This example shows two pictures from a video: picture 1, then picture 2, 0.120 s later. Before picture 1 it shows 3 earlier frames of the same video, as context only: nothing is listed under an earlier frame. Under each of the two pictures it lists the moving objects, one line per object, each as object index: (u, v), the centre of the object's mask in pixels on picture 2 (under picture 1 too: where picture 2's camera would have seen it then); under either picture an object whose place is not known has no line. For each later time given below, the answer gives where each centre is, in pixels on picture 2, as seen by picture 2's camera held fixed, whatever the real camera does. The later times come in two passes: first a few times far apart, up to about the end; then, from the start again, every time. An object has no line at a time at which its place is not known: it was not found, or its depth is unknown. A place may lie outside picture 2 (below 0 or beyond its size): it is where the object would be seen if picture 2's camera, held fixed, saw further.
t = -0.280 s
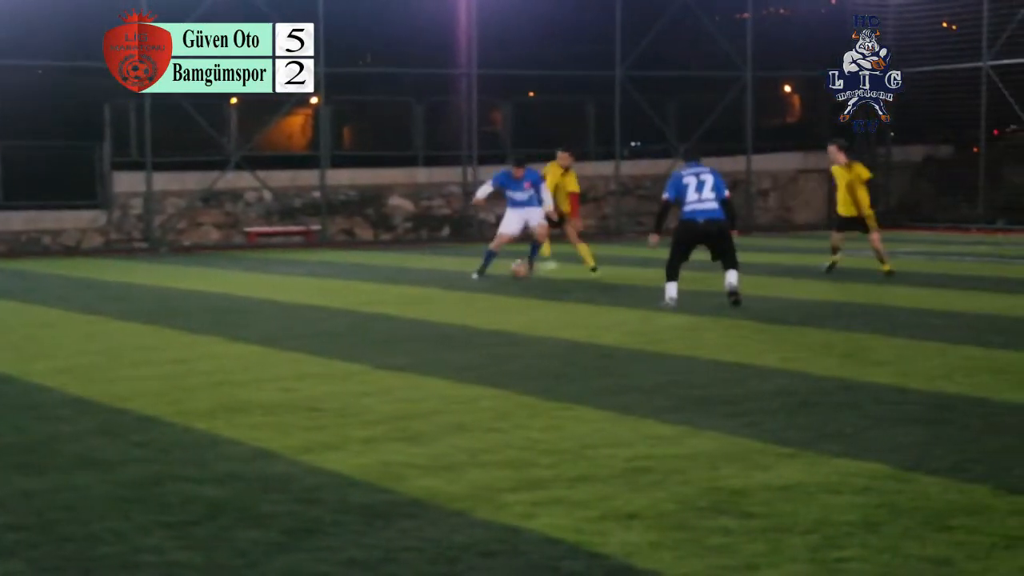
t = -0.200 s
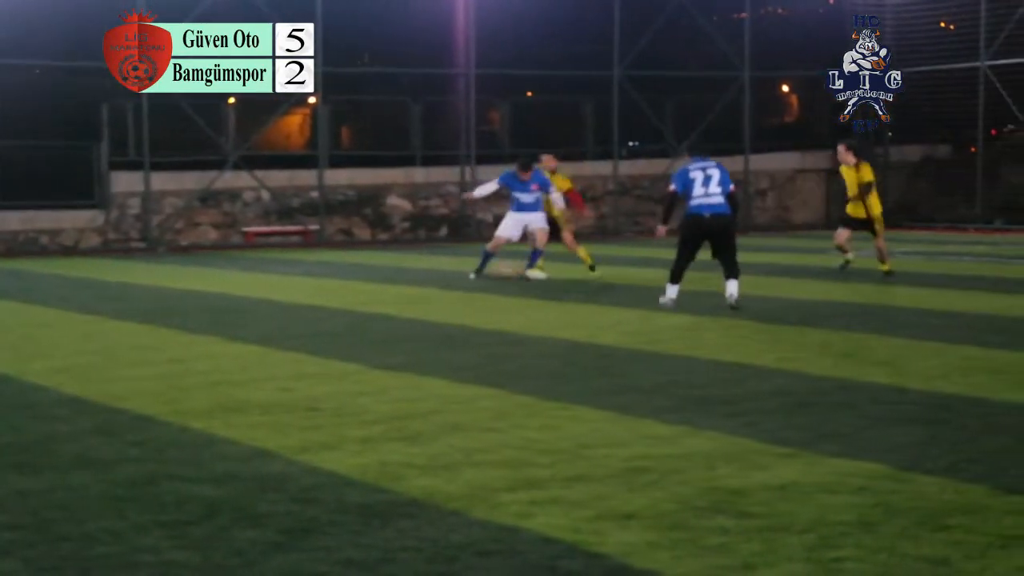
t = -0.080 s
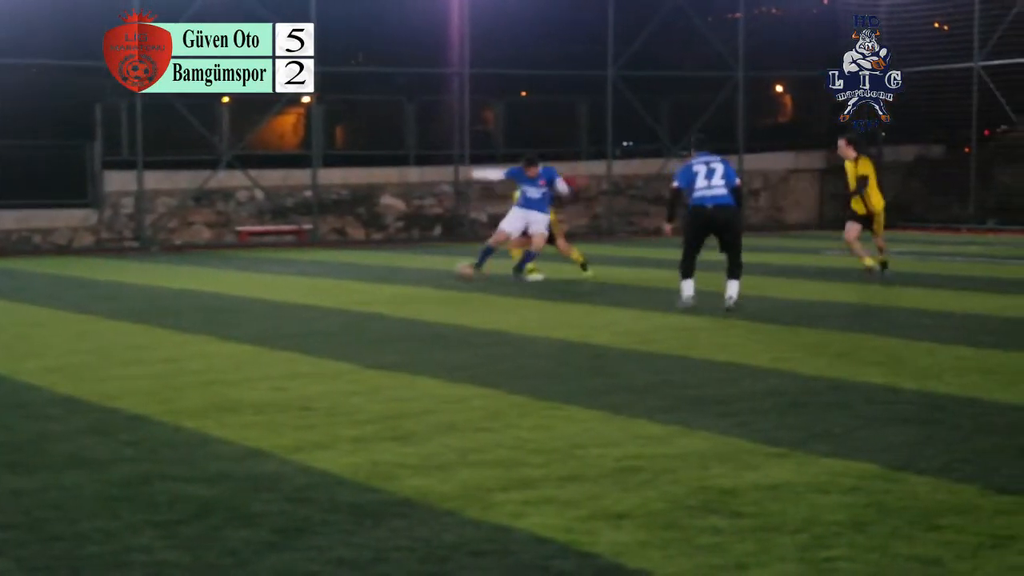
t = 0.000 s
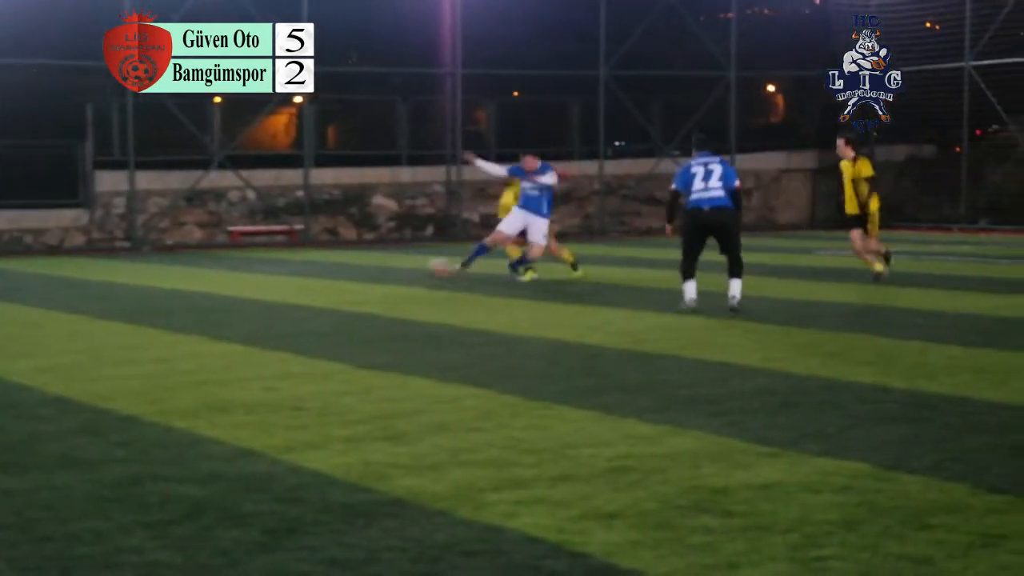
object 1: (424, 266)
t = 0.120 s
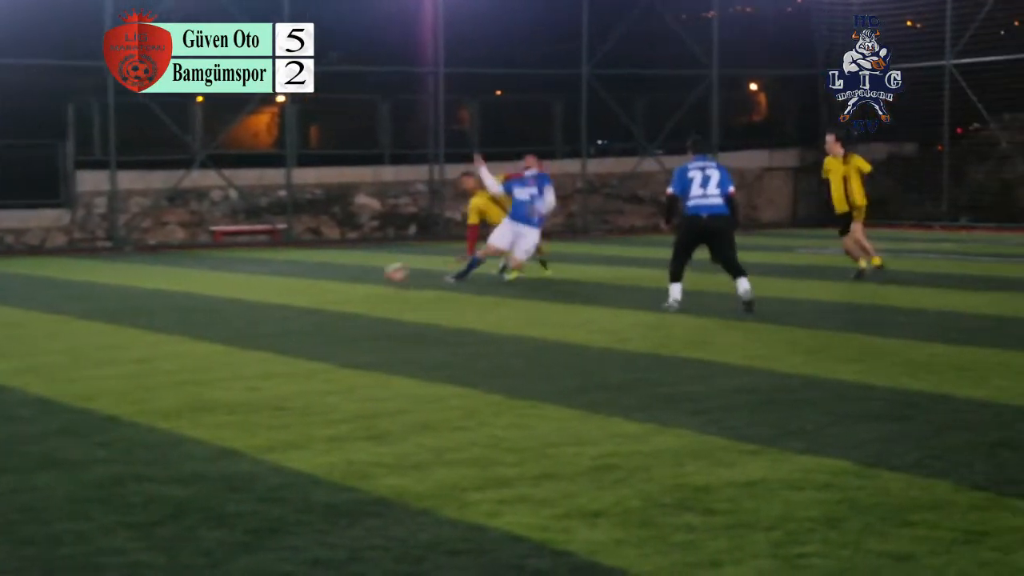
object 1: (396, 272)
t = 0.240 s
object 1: (370, 275)
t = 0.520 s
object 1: (308, 291)
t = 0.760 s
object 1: (255, 301)
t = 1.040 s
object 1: (186, 314)
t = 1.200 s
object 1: (143, 320)
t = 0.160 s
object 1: (386, 279)
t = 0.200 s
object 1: (378, 278)
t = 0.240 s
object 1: (370, 275)
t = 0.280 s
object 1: (362, 276)
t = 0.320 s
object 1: (352, 277)
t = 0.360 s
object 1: (344, 280)
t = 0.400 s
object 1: (335, 285)
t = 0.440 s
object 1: (325, 291)
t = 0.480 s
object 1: (318, 290)
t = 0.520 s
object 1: (308, 291)
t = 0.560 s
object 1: (300, 294)
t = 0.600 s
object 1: (291, 297)
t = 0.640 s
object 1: (281, 298)
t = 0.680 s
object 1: (274, 299)
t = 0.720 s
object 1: (263, 301)
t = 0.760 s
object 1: (255, 301)
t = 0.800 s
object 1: (246, 304)
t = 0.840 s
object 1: (236, 306)
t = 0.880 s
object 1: (226, 308)
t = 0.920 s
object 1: (216, 309)
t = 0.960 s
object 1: (207, 311)
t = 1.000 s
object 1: (197, 313)
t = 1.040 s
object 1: (186, 314)
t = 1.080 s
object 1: (175, 316)
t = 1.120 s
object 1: (165, 316)
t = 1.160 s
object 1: (154, 319)
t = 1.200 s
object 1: (143, 320)
